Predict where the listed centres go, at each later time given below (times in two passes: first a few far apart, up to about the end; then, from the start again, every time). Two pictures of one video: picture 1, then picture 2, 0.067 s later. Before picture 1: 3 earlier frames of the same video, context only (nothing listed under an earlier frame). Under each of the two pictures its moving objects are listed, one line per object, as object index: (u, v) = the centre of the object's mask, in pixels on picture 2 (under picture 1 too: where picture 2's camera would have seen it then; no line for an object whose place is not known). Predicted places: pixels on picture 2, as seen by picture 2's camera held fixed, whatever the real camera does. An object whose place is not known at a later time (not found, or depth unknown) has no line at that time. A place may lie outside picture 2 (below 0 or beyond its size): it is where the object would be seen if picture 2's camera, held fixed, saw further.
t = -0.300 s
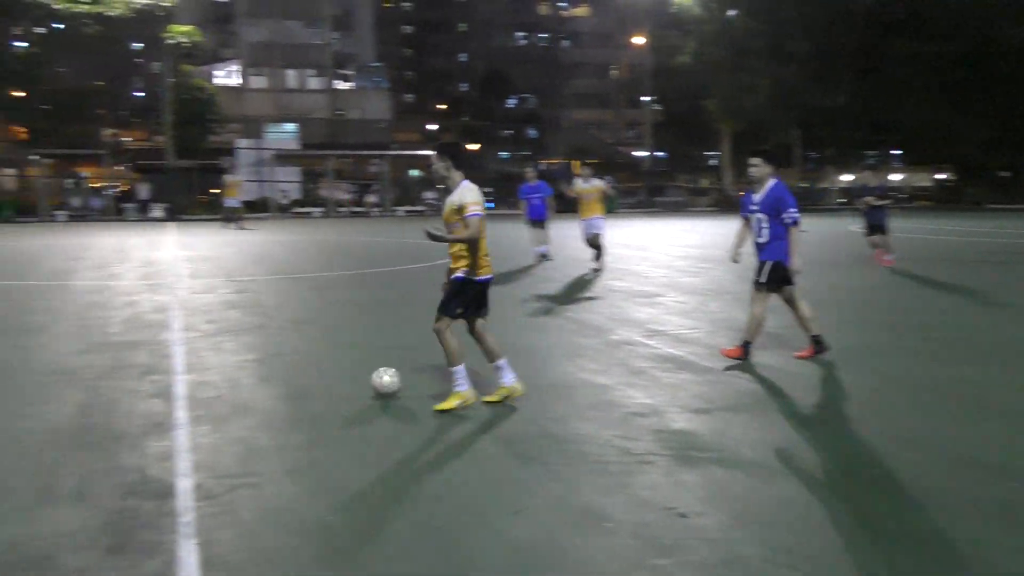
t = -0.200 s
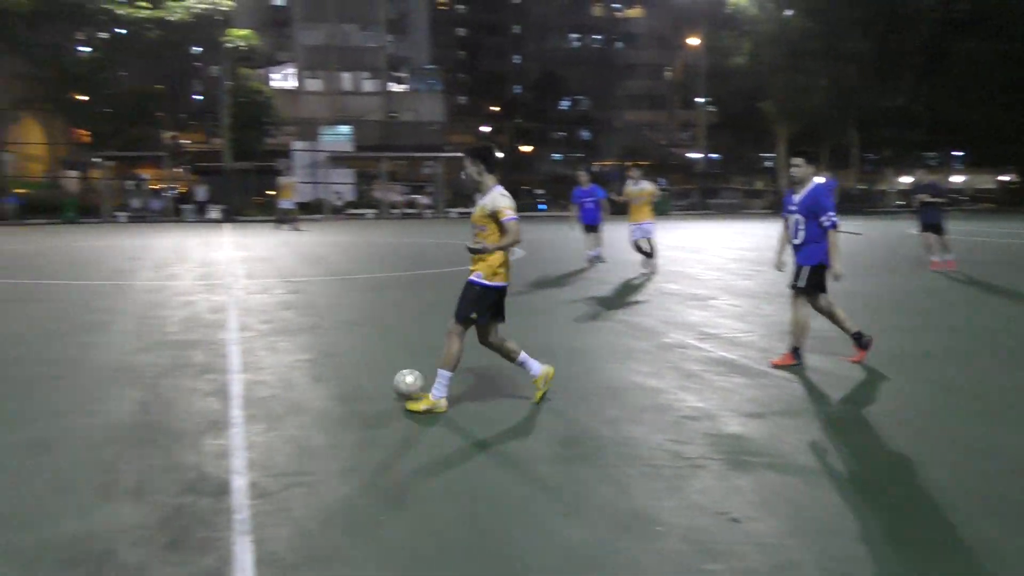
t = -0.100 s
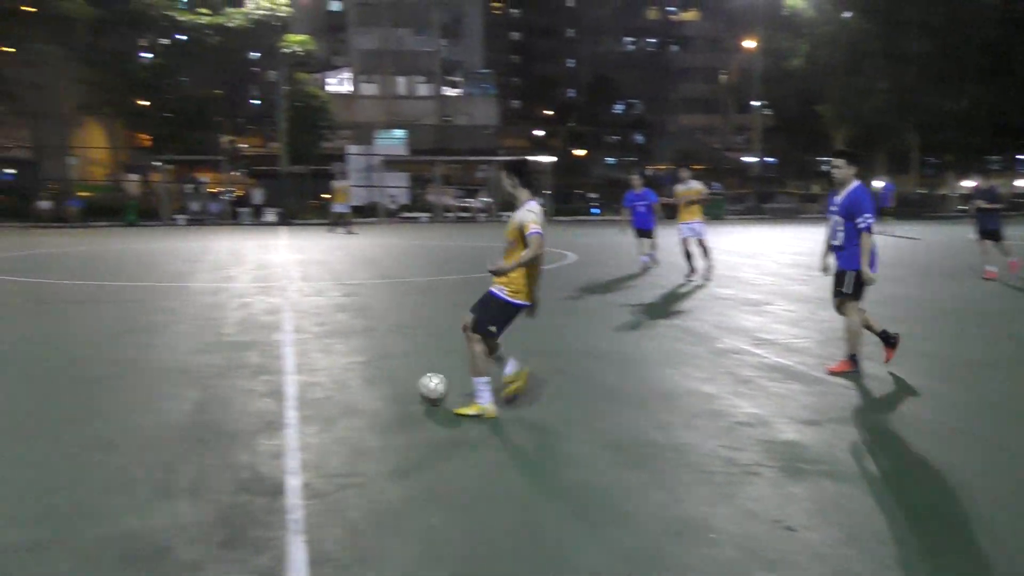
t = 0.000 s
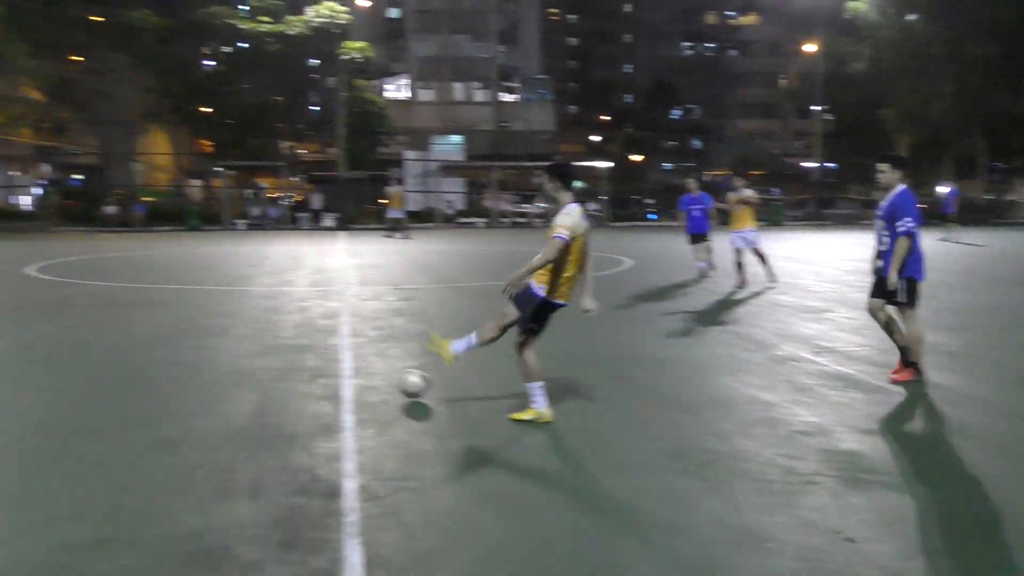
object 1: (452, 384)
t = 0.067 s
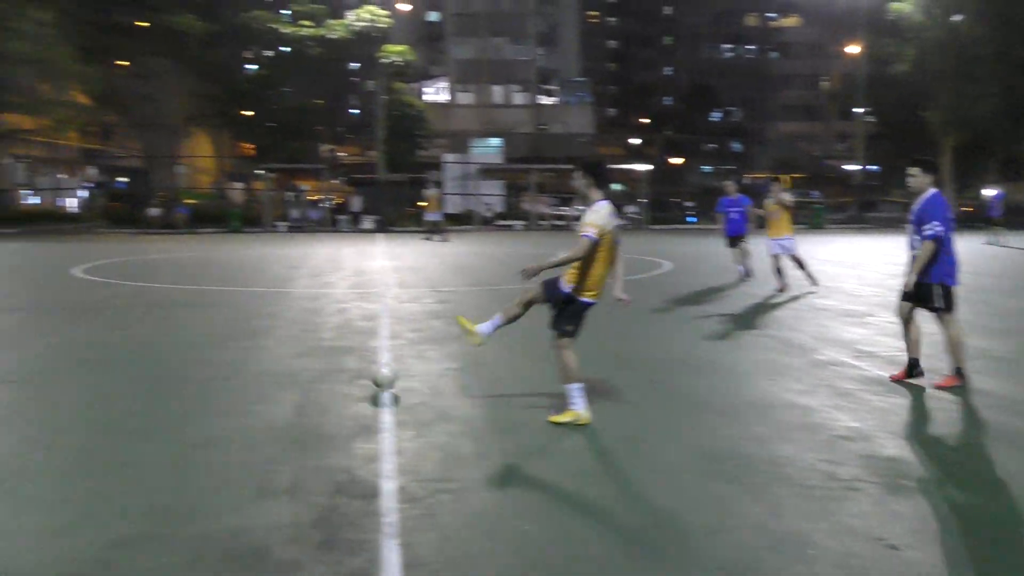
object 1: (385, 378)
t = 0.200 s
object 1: (284, 358)
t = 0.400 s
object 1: (188, 340)
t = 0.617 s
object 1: (116, 324)
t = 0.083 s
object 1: (370, 373)
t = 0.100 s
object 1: (354, 370)
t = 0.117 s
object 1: (341, 368)
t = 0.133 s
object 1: (328, 367)
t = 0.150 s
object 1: (316, 365)
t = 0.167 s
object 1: (305, 362)
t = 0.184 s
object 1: (294, 360)
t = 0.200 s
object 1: (284, 358)
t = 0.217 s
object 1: (274, 356)
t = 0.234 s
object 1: (264, 355)
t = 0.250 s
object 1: (254, 354)
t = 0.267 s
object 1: (246, 353)
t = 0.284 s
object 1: (238, 351)
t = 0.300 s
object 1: (230, 349)
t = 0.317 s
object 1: (223, 347)
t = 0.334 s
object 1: (215, 346)
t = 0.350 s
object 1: (209, 345)
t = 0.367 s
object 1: (202, 343)
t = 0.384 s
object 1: (195, 342)
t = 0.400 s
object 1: (188, 340)
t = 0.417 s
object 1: (182, 338)
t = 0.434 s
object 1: (176, 335)
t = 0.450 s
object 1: (169, 334)
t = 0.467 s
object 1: (163, 332)
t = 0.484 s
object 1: (158, 332)
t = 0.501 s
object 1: (153, 331)
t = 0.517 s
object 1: (147, 331)
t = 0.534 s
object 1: (141, 331)
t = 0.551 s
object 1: (136, 329)
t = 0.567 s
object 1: (131, 327)
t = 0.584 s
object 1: (126, 326)
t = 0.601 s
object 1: (120, 325)
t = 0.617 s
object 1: (116, 324)
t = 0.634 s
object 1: (111, 324)
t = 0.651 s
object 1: (106, 323)
